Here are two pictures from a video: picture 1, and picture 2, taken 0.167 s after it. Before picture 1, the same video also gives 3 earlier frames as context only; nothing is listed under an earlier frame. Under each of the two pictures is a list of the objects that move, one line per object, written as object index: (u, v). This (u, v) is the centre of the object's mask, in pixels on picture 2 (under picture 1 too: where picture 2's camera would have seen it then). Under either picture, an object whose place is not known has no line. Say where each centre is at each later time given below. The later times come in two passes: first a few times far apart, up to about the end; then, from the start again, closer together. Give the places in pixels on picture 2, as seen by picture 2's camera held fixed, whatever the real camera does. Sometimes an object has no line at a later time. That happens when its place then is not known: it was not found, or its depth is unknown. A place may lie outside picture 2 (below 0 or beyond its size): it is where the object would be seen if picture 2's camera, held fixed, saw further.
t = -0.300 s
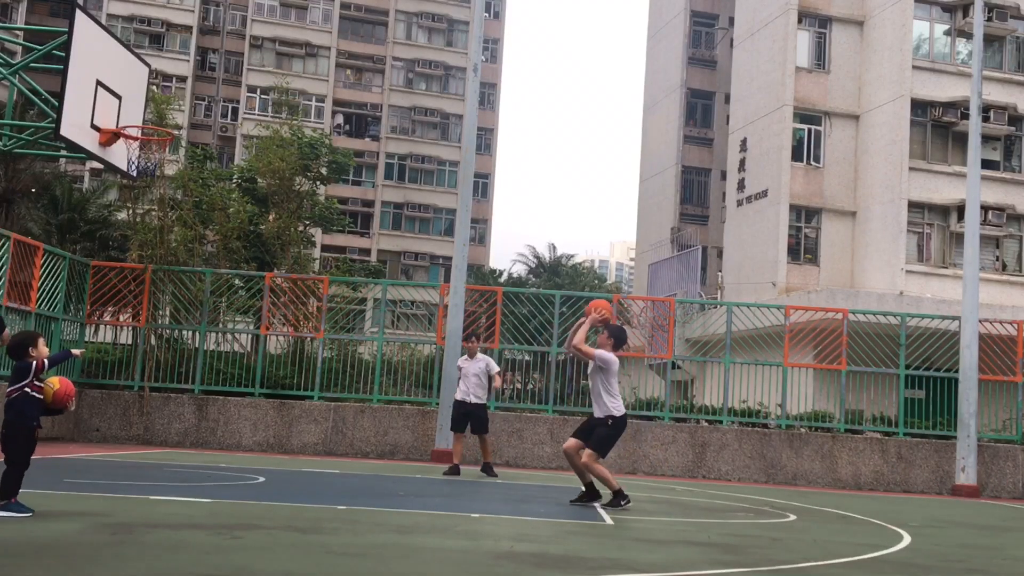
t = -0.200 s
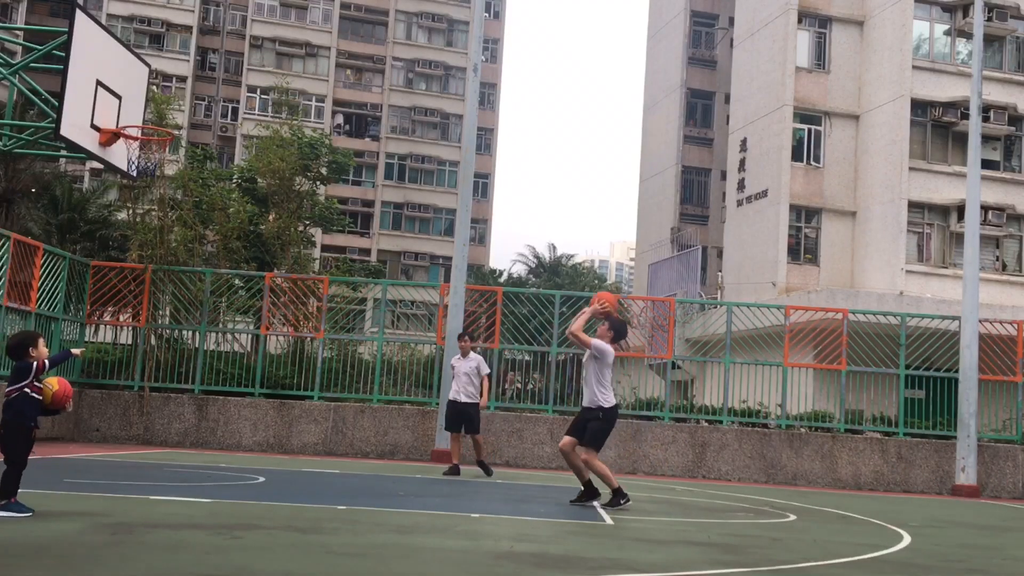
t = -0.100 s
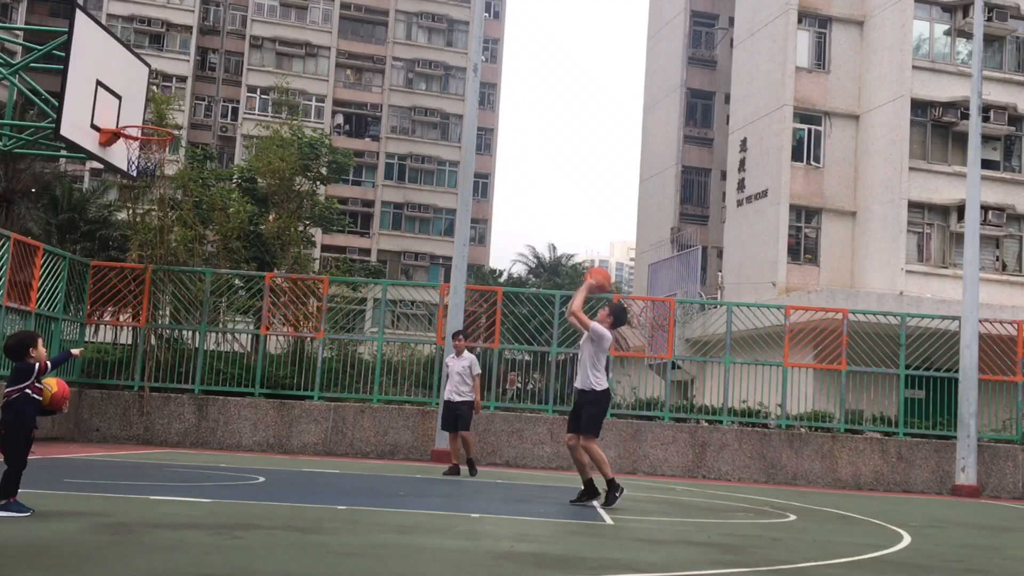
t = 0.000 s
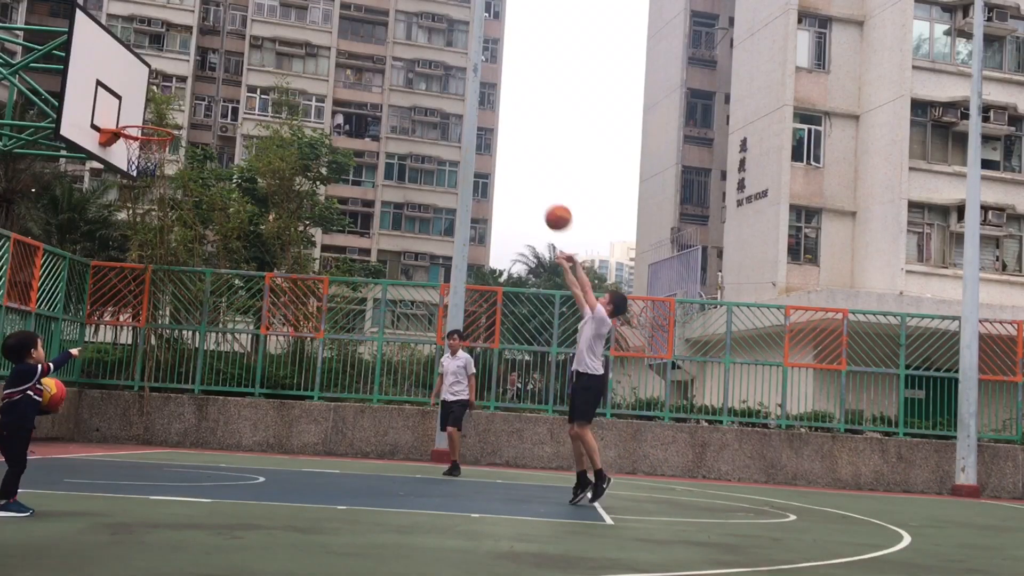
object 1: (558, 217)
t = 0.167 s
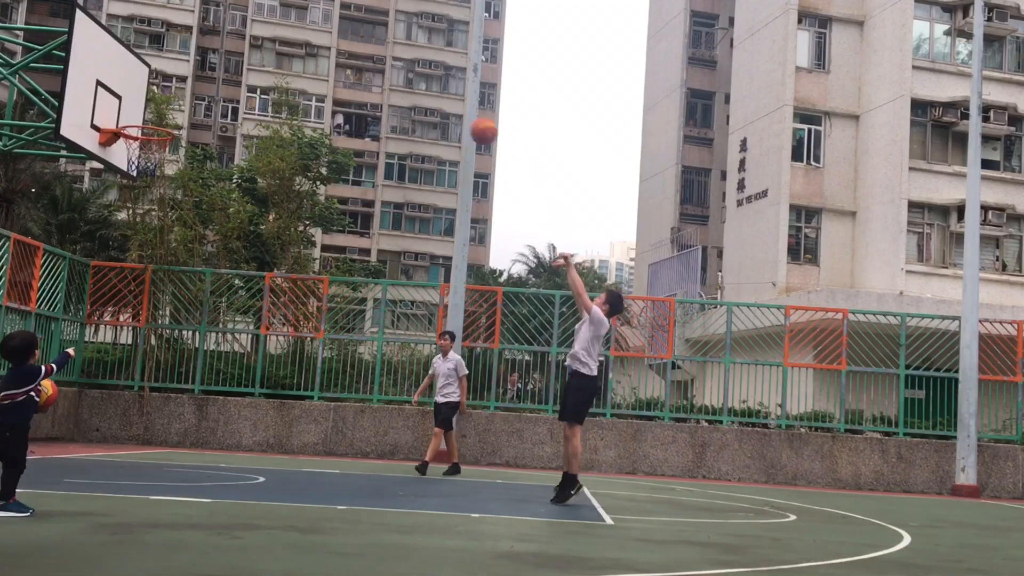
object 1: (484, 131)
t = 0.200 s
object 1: (469, 118)
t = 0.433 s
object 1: (365, 60)
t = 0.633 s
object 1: (277, 57)
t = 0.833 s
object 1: (186, 97)
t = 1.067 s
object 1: (138, 183)
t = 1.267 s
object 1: (145, 292)
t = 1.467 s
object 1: (146, 448)
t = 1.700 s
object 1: (191, 348)
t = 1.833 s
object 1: (215, 300)
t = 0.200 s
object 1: (469, 118)
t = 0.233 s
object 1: (455, 106)
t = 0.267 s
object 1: (439, 95)
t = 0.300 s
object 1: (425, 85)
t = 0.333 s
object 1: (410, 78)
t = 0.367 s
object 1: (395, 71)
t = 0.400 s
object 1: (380, 65)
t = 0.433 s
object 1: (365, 60)
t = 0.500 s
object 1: (337, 55)
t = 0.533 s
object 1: (321, 54)
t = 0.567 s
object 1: (307, 54)
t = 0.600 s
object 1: (291, 55)
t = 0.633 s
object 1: (277, 57)
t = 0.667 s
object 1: (261, 61)
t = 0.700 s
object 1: (247, 66)
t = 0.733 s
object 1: (232, 72)
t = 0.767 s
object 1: (217, 79)
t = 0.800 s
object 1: (202, 87)
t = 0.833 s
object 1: (186, 97)
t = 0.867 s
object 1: (171, 107)
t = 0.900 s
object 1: (157, 117)
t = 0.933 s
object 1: (141, 132)
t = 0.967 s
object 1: (132, 142)
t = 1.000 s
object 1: (134, 156)
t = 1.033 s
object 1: (137, 170)
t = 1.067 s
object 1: (138, 183)
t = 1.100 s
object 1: (139, 198)
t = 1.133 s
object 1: (141, 214)
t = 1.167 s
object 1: (142, 232)
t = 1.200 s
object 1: (143, 251)
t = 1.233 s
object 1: (145, 270)
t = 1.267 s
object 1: (145, 292)
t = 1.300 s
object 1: (146, 314)
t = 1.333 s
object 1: (147, 338)
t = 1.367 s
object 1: (147, 364)
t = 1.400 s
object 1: (147, 391)
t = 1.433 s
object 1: (147, 418)
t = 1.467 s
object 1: (146, 448)
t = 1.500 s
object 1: (149, 458)
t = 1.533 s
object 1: (157, 436)
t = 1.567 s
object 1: (164, 416)
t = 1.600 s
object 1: (172, 397)
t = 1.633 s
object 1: (178, 379)
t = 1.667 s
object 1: (184, 363)
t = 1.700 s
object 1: (191, 348)
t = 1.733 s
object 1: (198, 334)
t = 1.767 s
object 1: (204, 321)
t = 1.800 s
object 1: (210, 310)
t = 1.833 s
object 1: (215, 300)
